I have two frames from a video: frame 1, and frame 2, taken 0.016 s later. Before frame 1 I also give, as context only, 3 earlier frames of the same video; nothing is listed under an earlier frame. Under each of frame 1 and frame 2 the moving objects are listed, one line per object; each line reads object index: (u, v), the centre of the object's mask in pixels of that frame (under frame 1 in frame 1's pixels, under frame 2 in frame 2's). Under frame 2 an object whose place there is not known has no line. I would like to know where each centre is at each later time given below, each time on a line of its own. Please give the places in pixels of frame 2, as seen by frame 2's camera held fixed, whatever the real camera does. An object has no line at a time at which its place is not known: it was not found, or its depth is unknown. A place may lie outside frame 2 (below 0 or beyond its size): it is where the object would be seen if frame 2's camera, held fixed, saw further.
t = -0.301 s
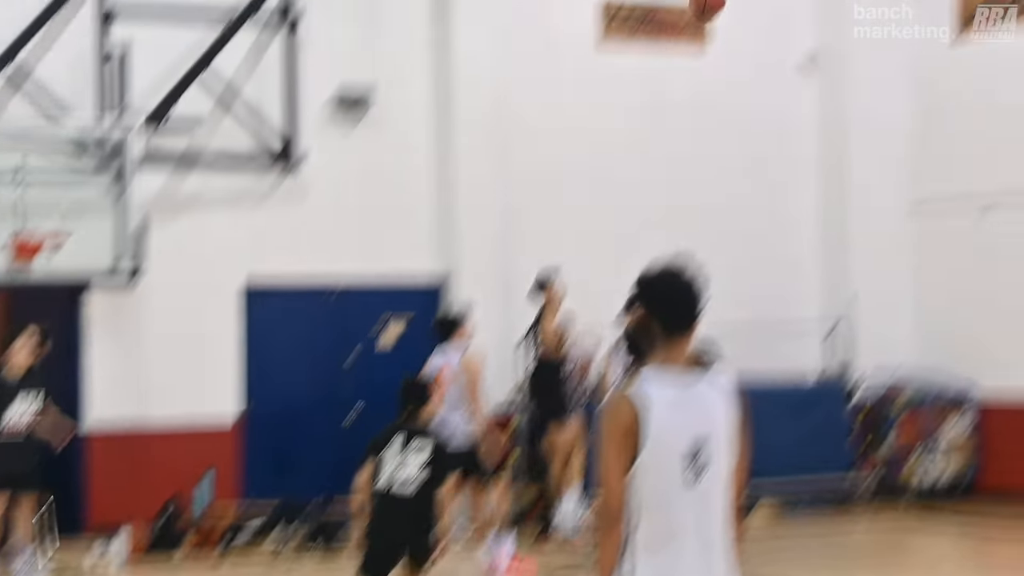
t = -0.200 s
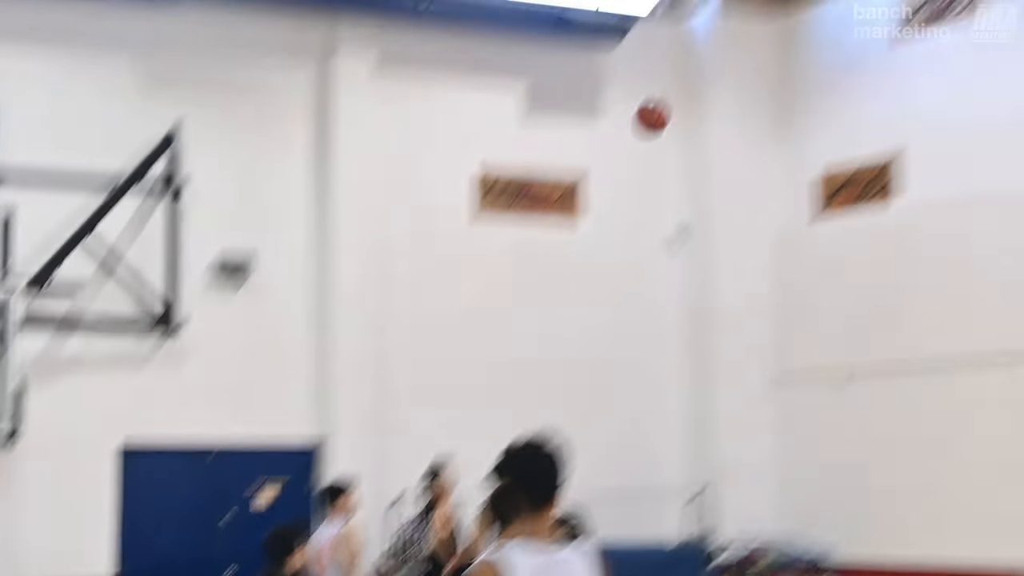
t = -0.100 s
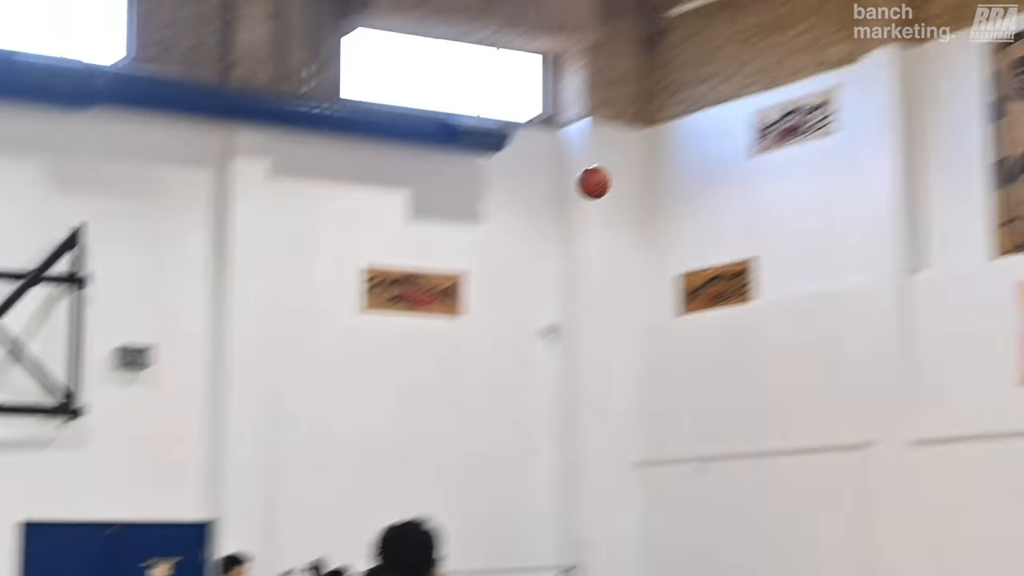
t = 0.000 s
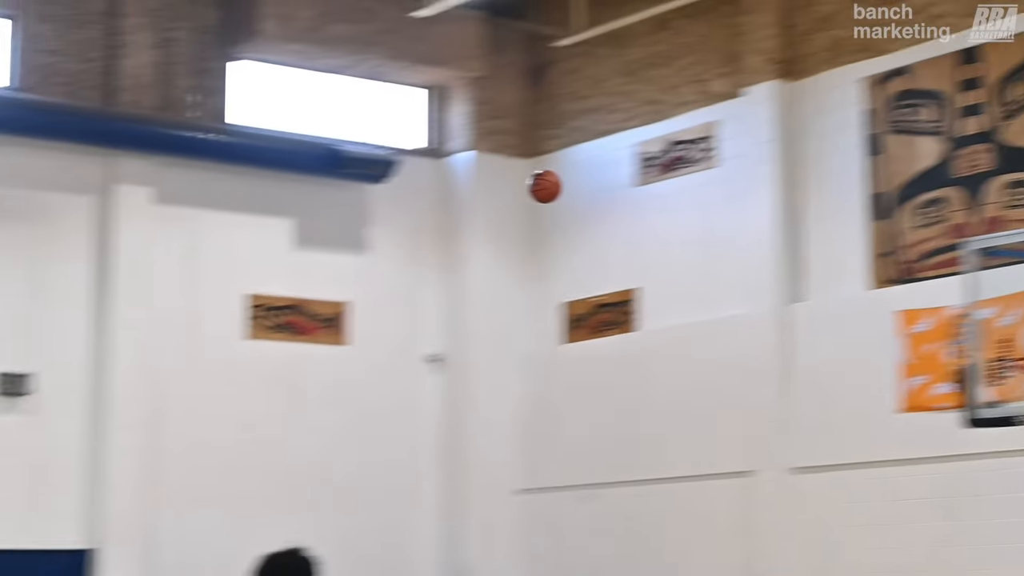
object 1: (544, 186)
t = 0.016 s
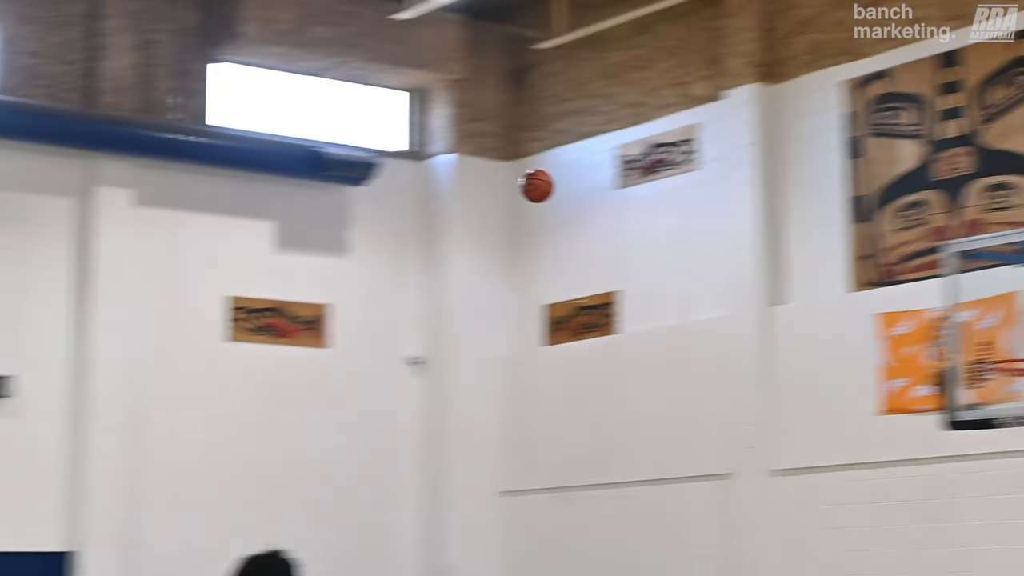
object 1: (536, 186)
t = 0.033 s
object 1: (547, 183)
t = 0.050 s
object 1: (558, 181)
